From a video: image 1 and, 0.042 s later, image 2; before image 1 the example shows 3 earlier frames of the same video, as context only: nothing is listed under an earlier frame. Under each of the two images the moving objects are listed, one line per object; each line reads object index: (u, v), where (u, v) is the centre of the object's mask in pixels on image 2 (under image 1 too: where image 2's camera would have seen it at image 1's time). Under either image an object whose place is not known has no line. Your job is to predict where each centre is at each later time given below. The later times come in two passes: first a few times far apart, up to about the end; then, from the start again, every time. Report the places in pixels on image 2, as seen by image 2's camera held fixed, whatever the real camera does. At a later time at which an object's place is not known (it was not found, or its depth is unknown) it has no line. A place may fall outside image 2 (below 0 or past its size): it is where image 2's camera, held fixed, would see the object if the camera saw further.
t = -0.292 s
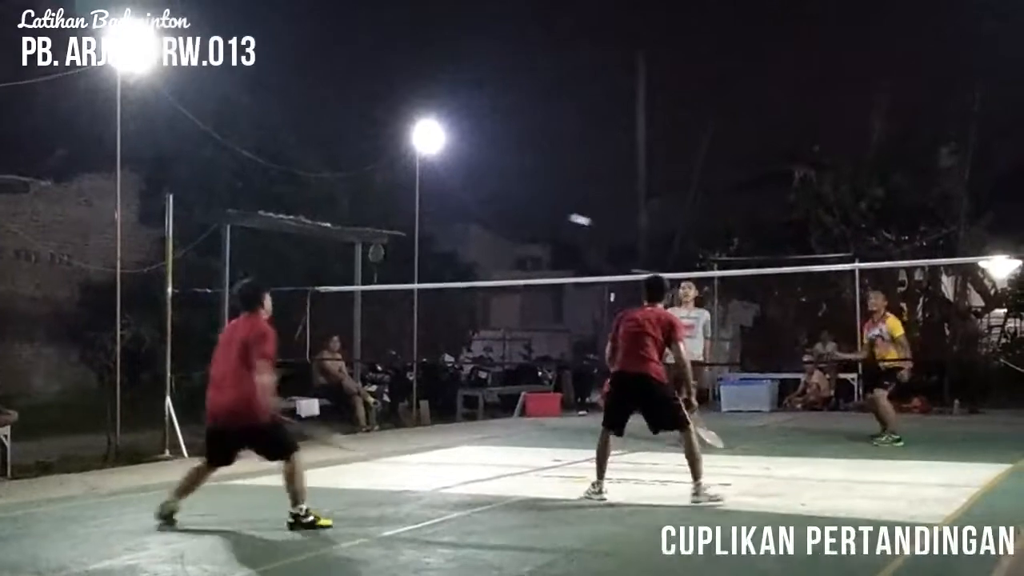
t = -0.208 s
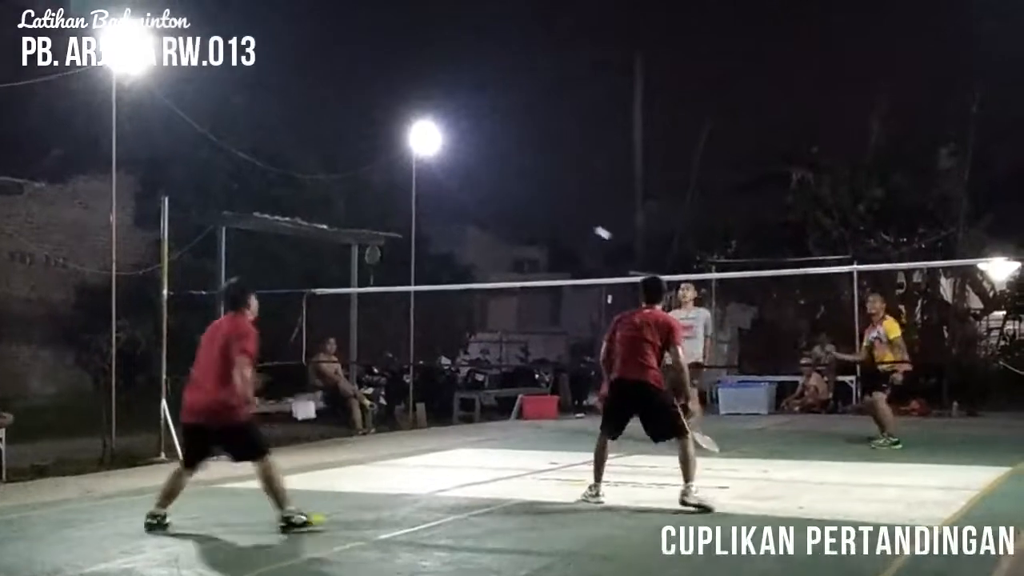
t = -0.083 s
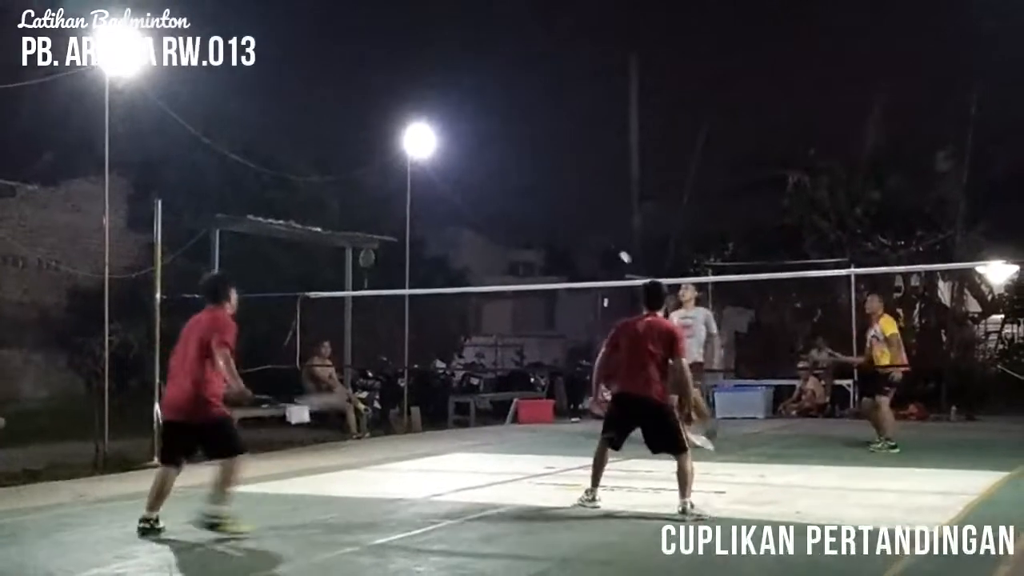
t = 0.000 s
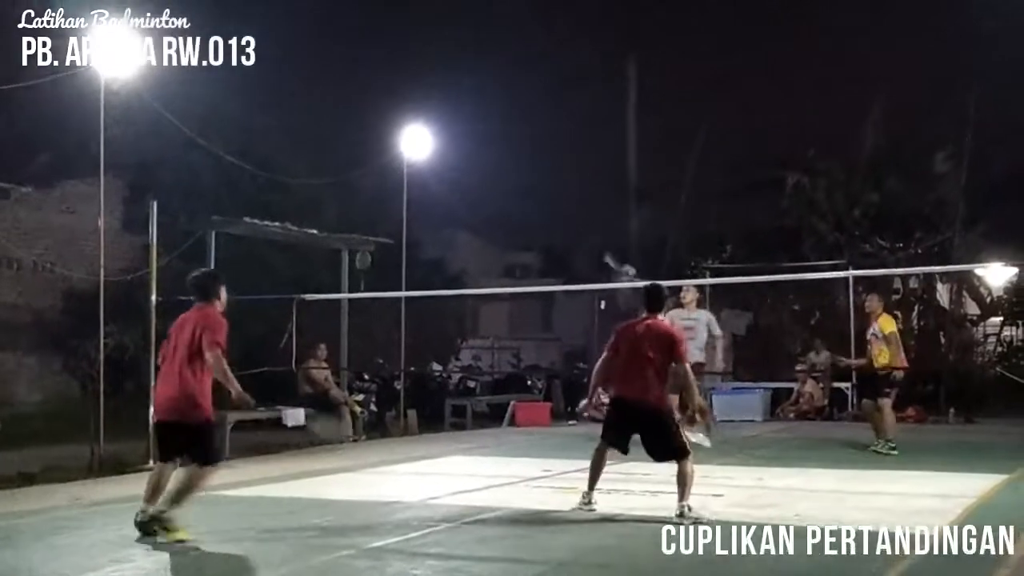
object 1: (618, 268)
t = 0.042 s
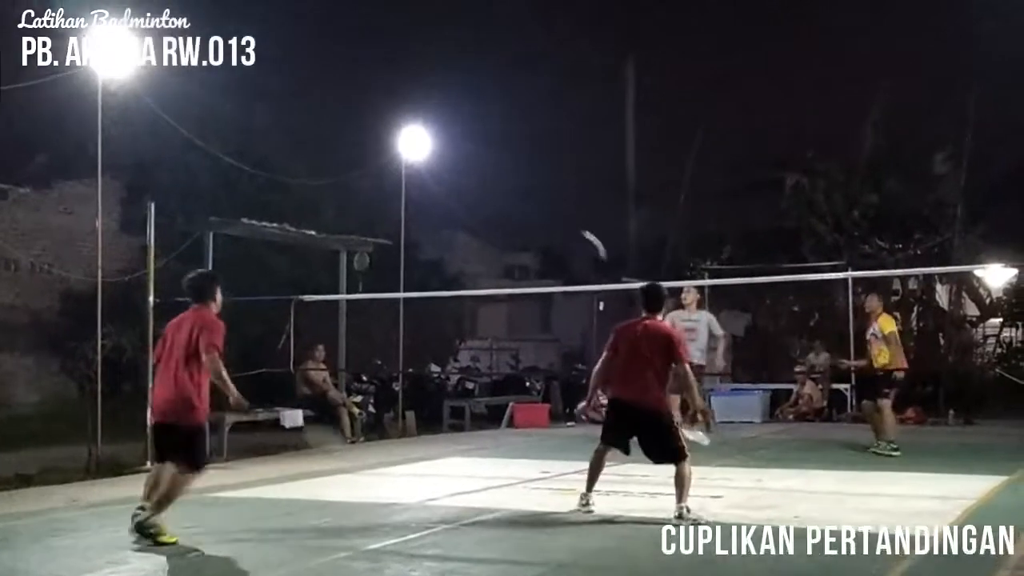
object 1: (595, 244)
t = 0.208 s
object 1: (512, 178)
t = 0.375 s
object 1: (443, 153)
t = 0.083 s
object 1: (571, 224)
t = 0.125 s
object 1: (550, 206)
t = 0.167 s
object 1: (530, 191)
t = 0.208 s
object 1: (512, 178)
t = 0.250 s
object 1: (494, 170)
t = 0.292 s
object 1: (476, 162)
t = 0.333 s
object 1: (459, 157)
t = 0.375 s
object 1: (443, 153)
